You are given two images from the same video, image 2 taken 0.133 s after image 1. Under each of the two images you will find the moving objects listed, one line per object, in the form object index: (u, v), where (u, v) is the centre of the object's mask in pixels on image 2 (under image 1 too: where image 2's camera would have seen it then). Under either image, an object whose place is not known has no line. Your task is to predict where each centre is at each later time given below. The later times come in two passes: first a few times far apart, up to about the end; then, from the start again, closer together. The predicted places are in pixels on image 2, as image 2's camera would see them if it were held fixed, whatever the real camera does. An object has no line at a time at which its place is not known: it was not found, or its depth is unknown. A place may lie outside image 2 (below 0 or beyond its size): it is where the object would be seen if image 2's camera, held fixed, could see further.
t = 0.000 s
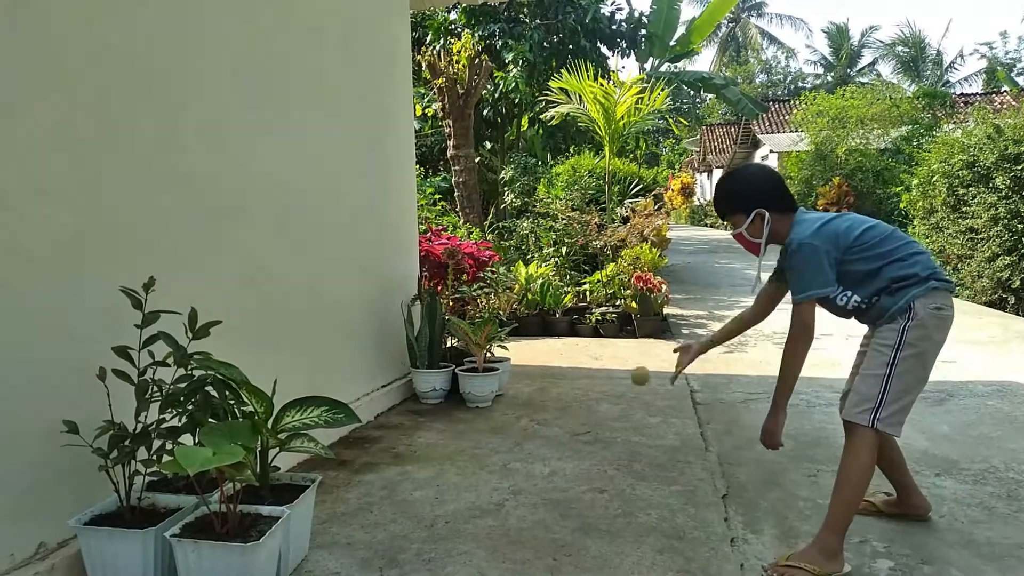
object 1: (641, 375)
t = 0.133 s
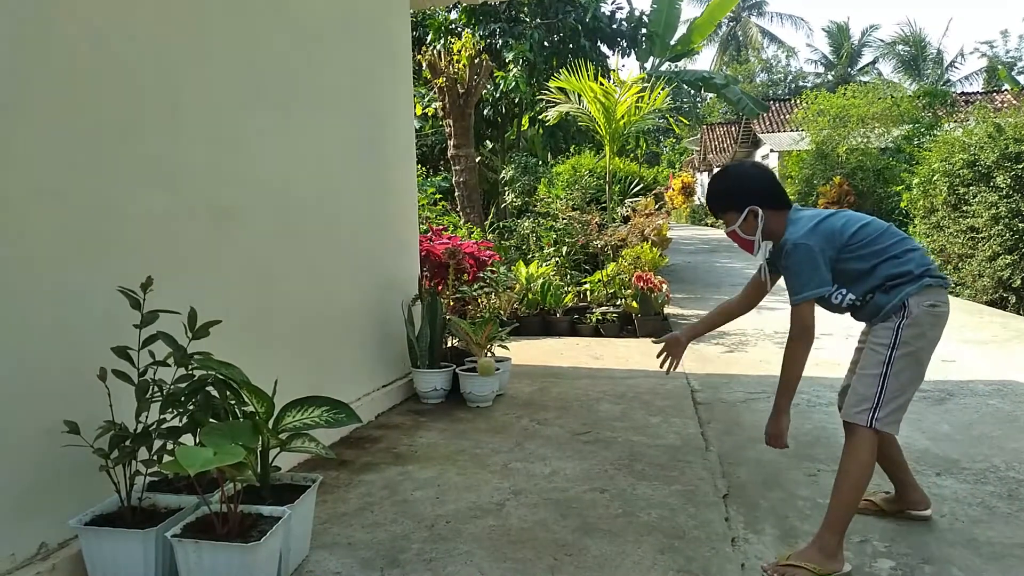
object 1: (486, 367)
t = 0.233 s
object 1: (375, 398)
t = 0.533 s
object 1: (450, 473)
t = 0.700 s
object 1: (568, 497)
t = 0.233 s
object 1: (375, 398)
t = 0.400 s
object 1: (342, 452)
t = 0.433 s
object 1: (373, 457)
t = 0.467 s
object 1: (401, 469)
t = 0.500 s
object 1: (429, 480)
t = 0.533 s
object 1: (450, 473)
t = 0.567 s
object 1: (473, 472)
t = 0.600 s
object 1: (496, 474)
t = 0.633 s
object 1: (518, 479)
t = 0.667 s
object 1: (543, 489)
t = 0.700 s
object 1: (568, 497)
